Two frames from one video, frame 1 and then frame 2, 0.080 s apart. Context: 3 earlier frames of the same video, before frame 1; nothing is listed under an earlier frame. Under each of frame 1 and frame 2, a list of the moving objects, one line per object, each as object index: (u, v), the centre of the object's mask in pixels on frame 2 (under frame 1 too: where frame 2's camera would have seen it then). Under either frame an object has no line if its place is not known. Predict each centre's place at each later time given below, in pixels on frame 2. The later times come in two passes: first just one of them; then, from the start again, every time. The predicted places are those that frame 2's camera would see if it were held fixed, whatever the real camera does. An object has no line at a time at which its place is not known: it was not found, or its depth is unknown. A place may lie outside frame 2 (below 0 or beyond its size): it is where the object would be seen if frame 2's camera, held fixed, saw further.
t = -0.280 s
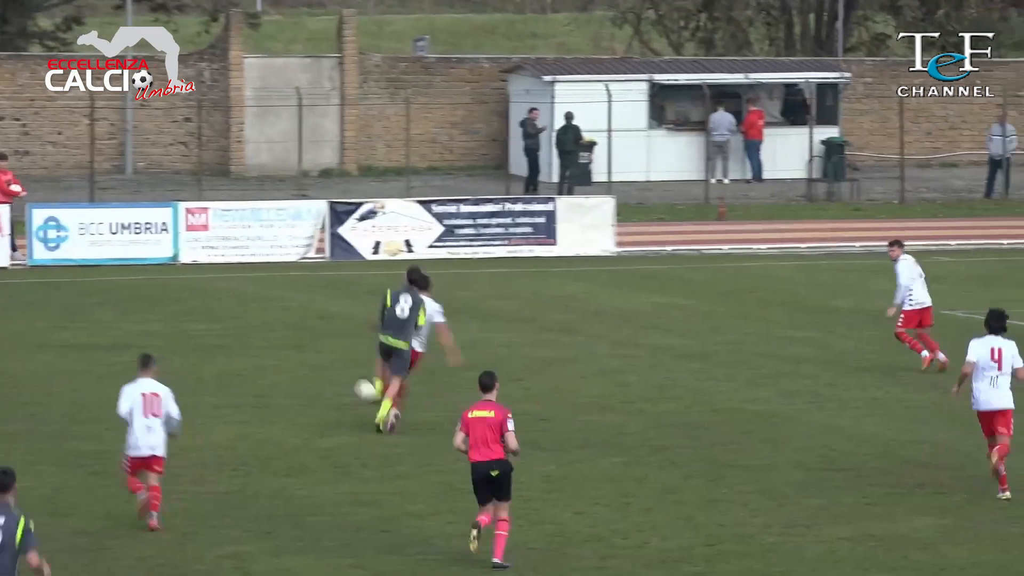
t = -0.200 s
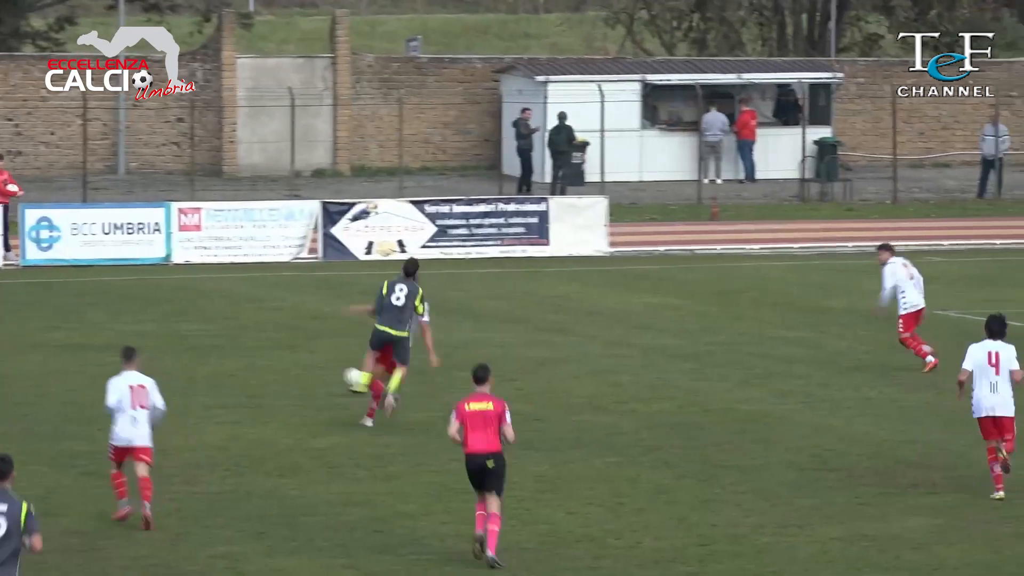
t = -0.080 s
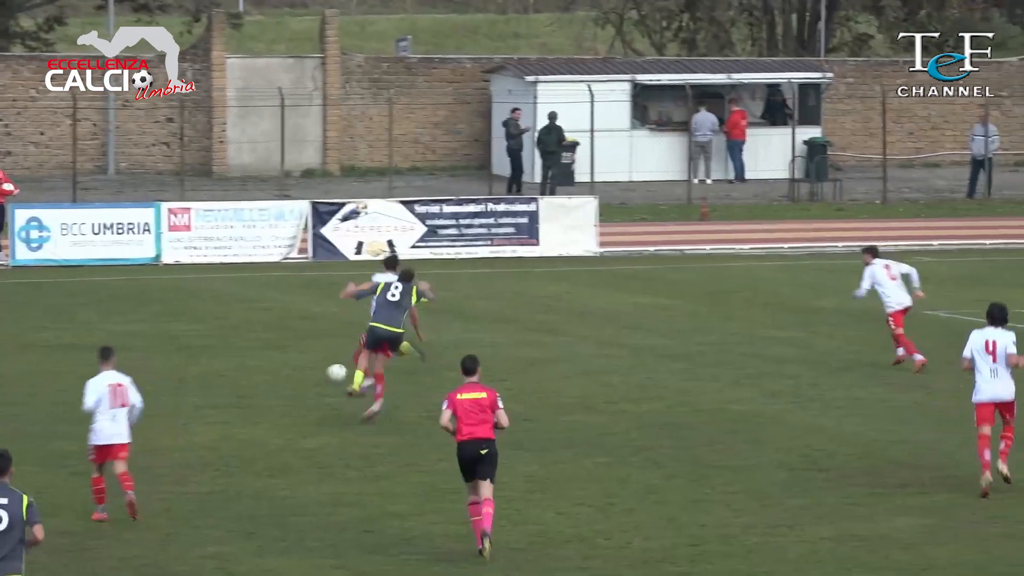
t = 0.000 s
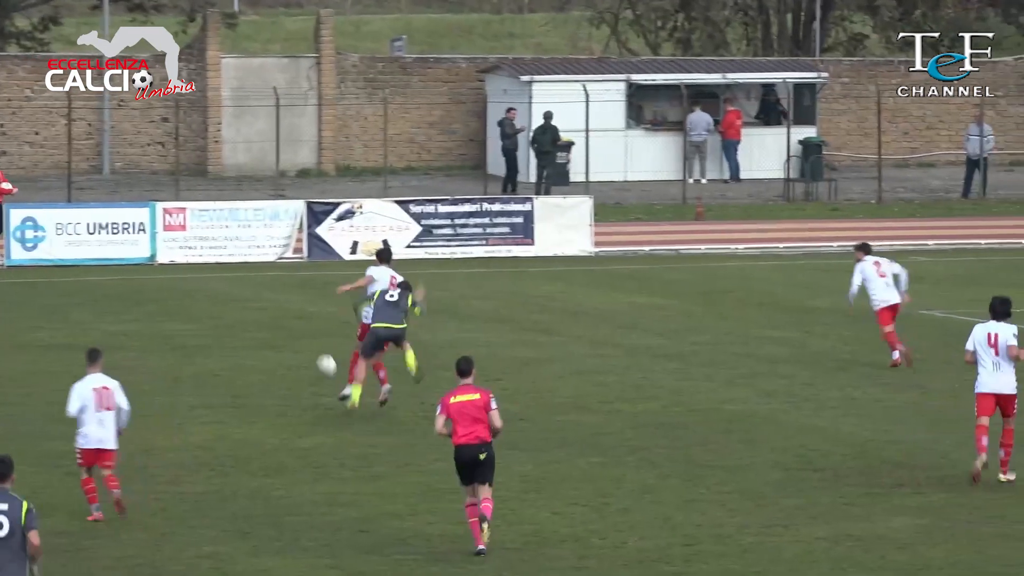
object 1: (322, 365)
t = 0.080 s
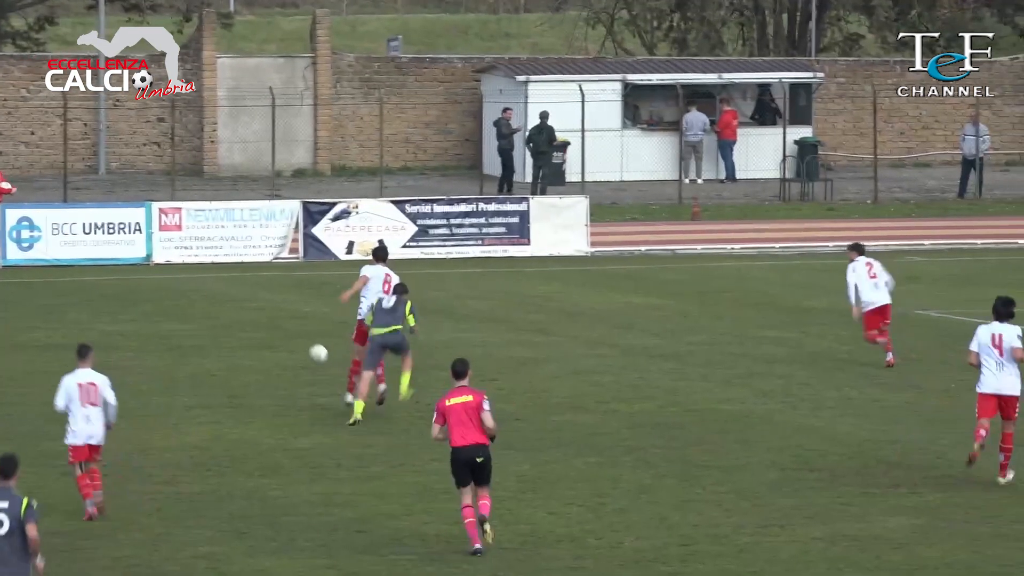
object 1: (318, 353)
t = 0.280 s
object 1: (310, 348)
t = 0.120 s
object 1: (317, 350)
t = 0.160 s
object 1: (315, 349)
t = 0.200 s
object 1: (313, 348)
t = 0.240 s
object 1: (311, 351)
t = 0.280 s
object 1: (310, 348)
